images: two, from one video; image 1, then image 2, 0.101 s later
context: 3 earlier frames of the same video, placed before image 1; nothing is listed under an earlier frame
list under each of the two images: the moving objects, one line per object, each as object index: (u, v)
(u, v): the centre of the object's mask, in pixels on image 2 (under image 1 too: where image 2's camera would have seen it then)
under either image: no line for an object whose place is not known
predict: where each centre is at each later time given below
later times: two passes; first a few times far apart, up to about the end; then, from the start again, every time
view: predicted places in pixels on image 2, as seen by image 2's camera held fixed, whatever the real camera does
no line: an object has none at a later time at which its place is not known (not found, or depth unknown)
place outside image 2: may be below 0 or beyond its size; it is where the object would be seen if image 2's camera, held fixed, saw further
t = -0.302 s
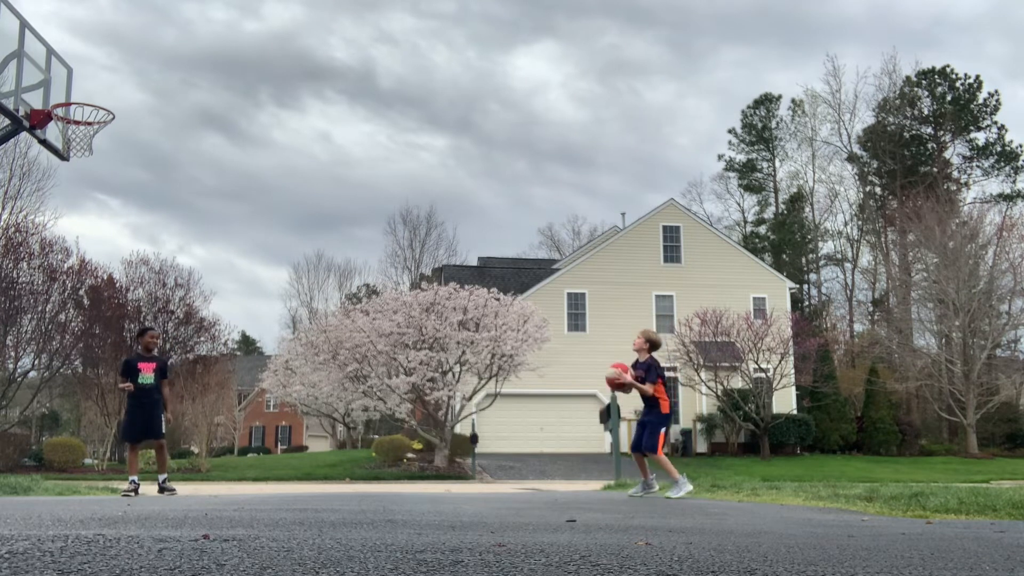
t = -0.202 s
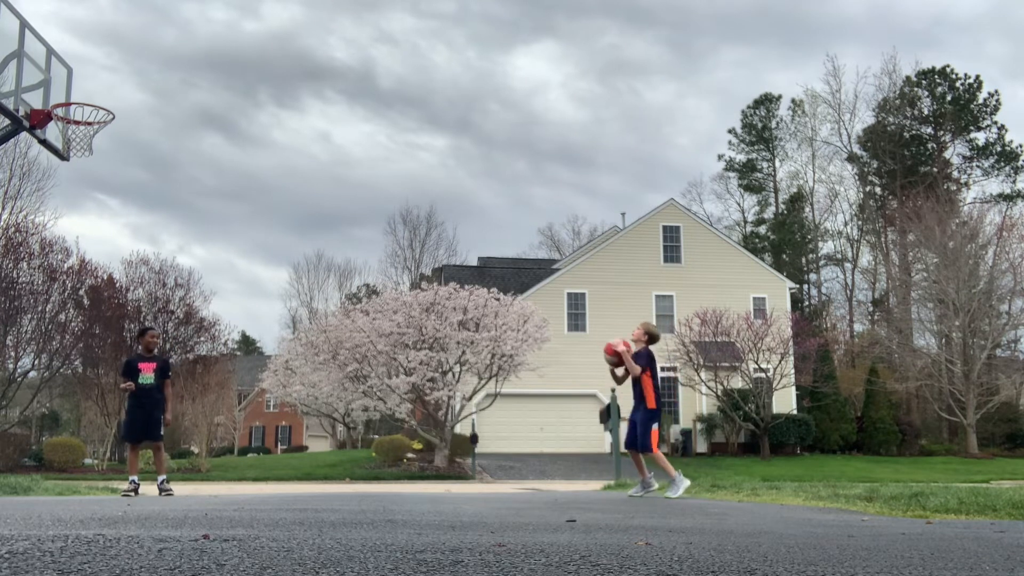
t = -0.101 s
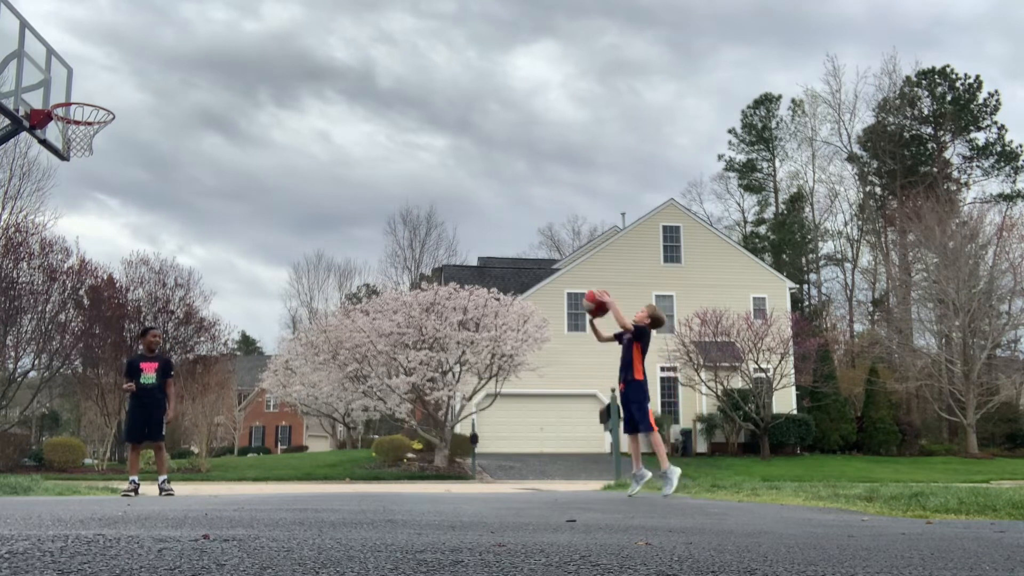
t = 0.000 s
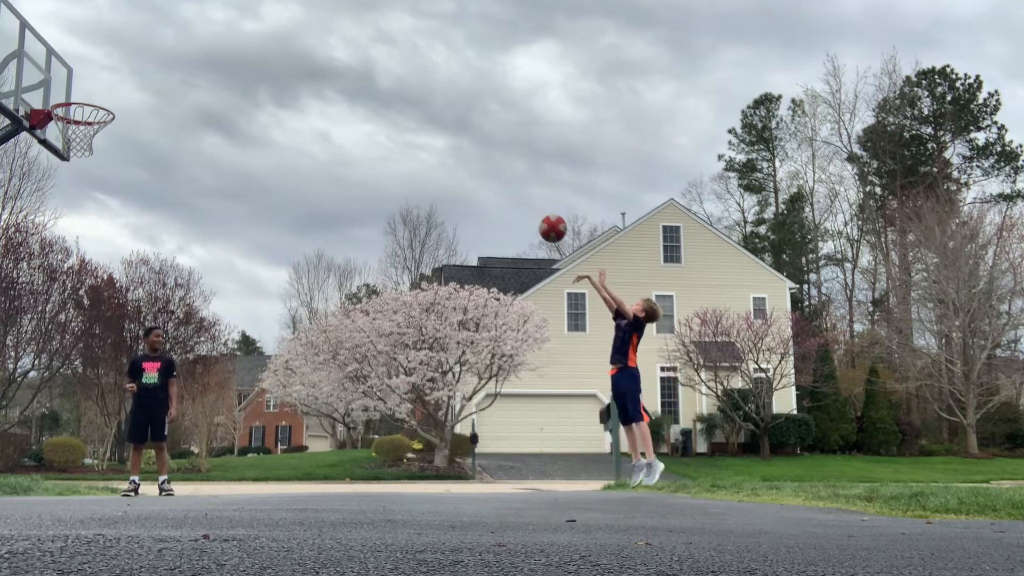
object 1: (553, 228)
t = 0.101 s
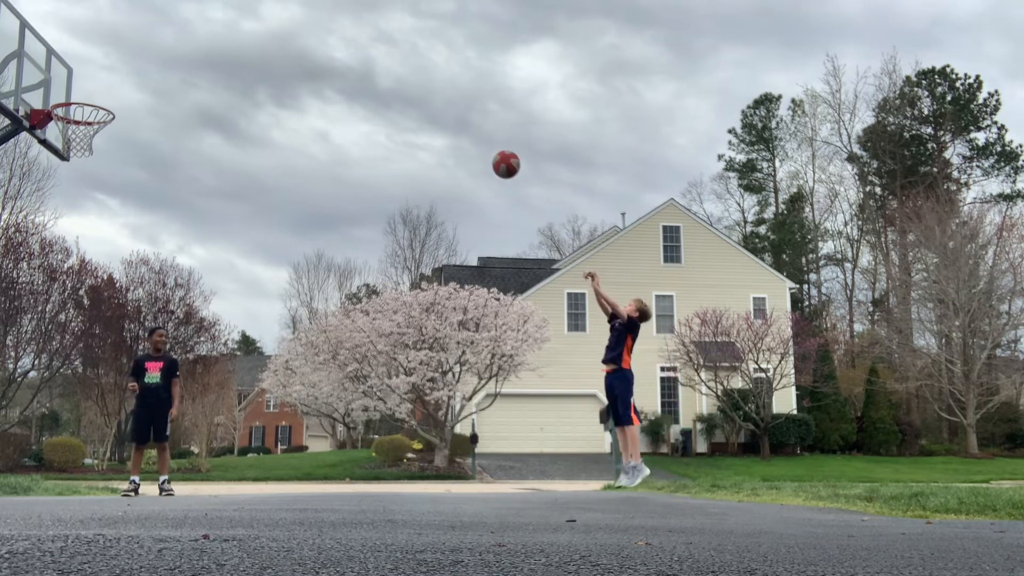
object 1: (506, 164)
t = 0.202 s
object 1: (460, 113)
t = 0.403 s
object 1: (369, 44)
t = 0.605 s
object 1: (279, 20)
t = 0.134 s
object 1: (491, 146)
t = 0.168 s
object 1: (475, 128)
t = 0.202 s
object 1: (460, 113)
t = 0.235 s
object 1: (445, 98)
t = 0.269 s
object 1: (430, 85)
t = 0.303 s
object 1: (415, 73)
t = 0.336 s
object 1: (399, 62)
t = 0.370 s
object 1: (384, 53)
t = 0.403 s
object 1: (369, 44)
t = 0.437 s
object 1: (354, 37)
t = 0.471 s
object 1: (339, 32)
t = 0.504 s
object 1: (324, 27)
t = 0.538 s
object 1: (309, 23)
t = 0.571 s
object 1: (294, 21)
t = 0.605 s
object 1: (279, 20)
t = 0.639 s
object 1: (263, 20)
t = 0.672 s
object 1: (248, 22)
